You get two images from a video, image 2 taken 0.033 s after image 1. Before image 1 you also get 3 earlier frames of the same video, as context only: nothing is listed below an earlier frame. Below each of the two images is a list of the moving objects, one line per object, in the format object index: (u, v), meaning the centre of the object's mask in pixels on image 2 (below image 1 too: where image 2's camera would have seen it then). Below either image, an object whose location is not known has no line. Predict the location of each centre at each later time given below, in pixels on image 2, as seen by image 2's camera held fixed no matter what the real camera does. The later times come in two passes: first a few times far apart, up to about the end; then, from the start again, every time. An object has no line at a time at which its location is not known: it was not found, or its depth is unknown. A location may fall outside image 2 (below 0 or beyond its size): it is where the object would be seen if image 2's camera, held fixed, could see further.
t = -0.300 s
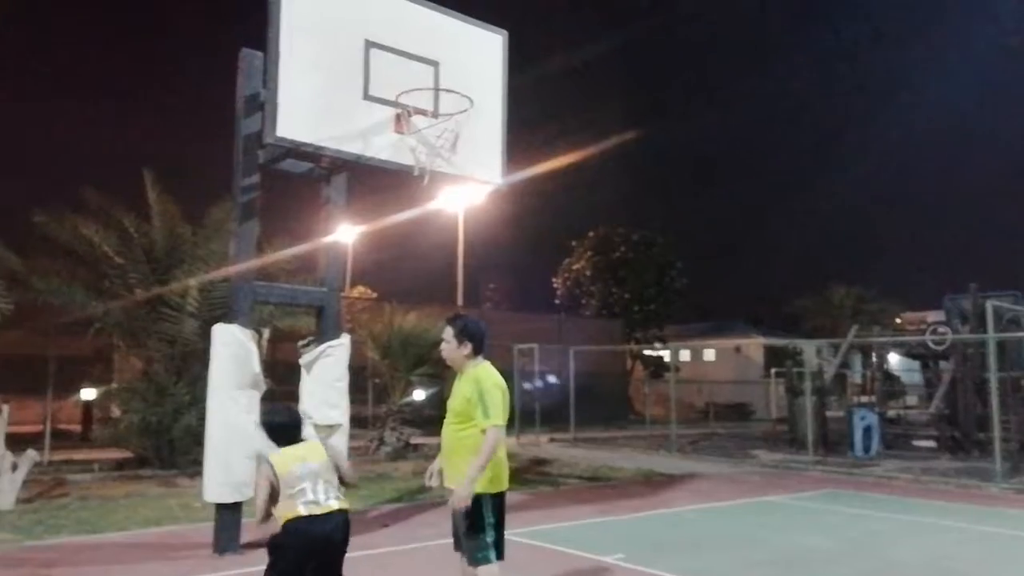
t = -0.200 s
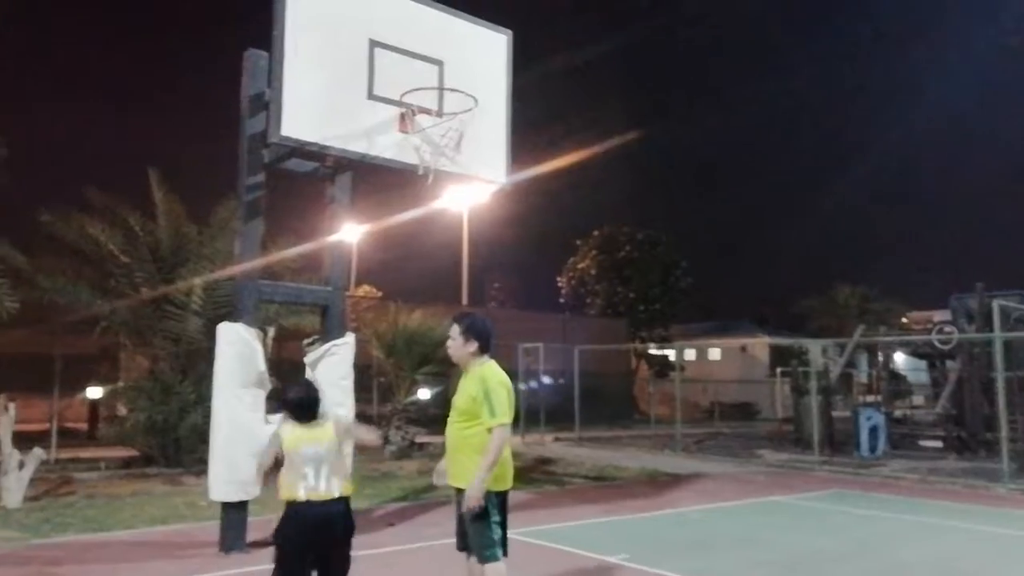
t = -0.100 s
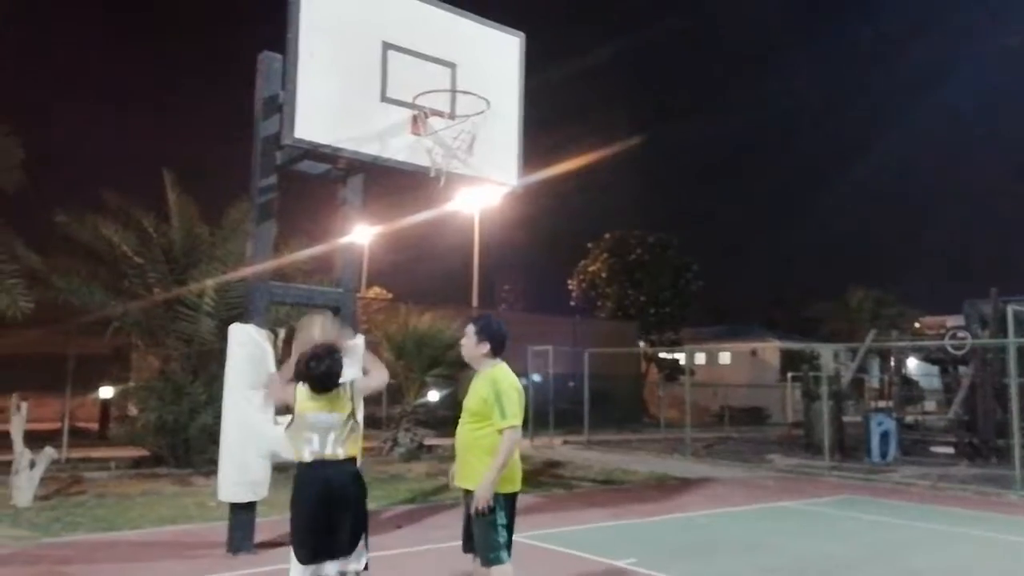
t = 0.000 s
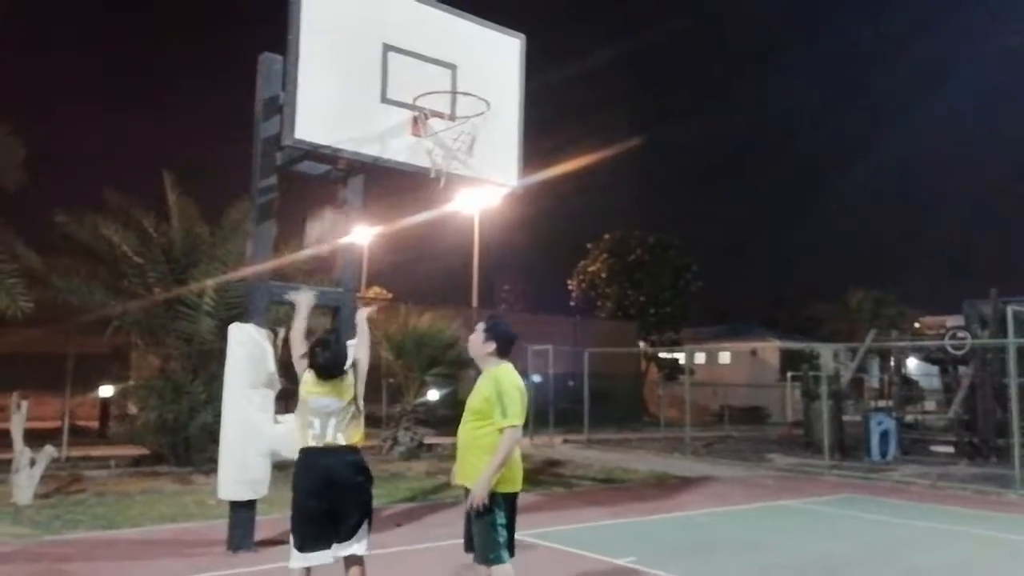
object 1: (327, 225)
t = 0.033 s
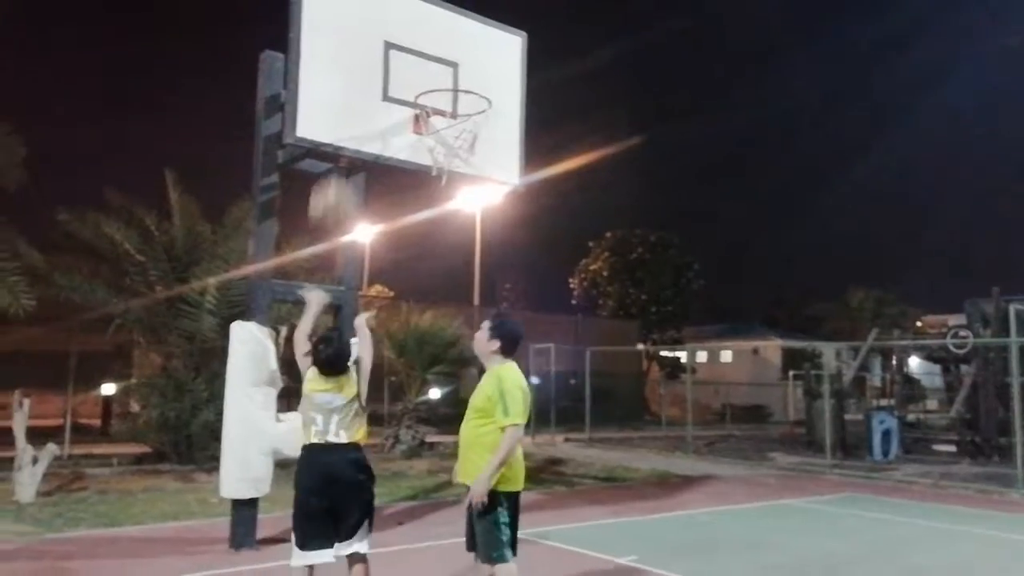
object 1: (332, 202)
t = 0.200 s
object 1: (347, 85)
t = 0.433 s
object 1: (363, 15)
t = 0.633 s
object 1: (394, 24)
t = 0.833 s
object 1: (411, 73)
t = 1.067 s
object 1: (368, 108)
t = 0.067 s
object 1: (334, 172)
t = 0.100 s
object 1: (338, 152)
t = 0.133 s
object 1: (342, 124)
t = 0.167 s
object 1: (344, 104)
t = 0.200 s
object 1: (347, 85)
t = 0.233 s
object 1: (348, 68)
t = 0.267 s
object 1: (351, 54)
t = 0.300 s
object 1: (353, 42)
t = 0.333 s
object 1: (355, 31)
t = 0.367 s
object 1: (357, 22)
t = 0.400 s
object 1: (359, 17)
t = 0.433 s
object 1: (363, 15)
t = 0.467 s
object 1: (368, 13)
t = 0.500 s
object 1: (374, 13)
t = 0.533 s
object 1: (379, 14)
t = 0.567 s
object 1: (384, 16)
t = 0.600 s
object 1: (388, 18)
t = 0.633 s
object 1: (394, 24)
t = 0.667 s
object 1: (399, 32)
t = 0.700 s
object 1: (404, 42)
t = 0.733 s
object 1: (408, 52)
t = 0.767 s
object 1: (414, 66)
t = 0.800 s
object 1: (416, 75)
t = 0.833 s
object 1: (411, 73)
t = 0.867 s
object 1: (406, 72)
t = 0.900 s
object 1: (400, 73)
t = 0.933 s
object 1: (394, 76)
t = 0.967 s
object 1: (388, 80)
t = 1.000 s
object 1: (382, 87)
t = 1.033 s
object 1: (375, 97)
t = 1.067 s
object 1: (368, 108)
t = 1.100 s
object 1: (361, 122)
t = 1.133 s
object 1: (352, 142)
